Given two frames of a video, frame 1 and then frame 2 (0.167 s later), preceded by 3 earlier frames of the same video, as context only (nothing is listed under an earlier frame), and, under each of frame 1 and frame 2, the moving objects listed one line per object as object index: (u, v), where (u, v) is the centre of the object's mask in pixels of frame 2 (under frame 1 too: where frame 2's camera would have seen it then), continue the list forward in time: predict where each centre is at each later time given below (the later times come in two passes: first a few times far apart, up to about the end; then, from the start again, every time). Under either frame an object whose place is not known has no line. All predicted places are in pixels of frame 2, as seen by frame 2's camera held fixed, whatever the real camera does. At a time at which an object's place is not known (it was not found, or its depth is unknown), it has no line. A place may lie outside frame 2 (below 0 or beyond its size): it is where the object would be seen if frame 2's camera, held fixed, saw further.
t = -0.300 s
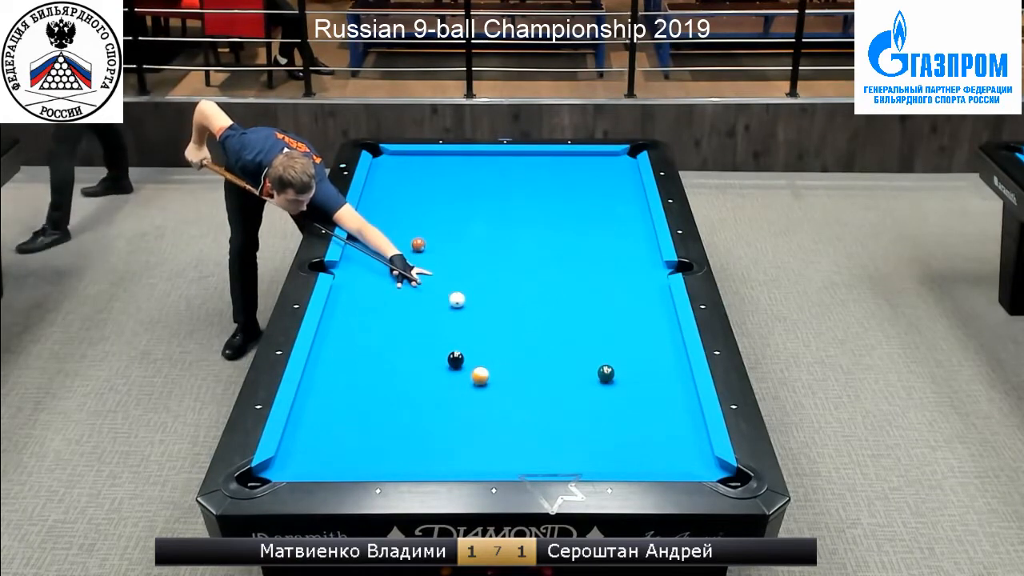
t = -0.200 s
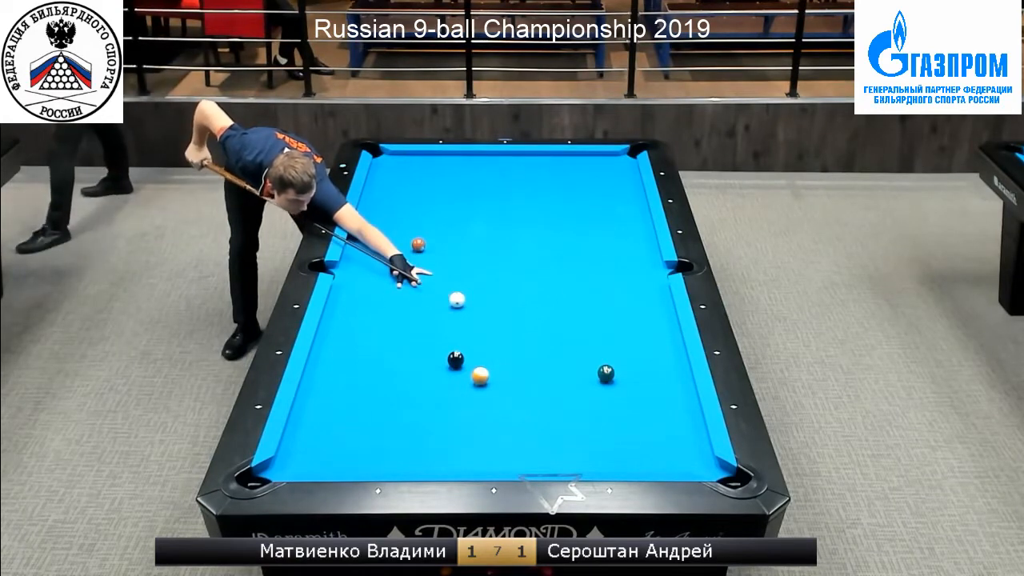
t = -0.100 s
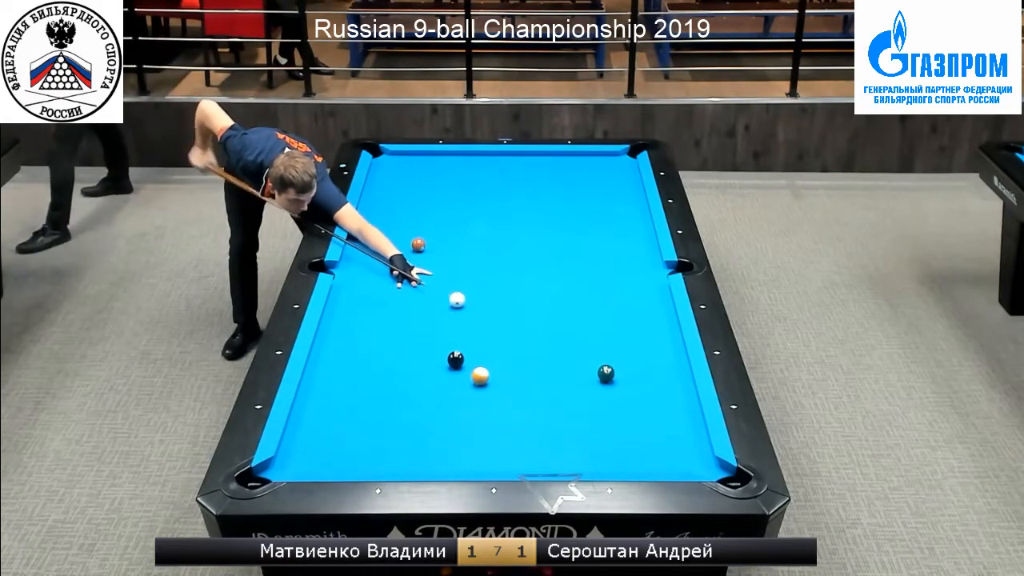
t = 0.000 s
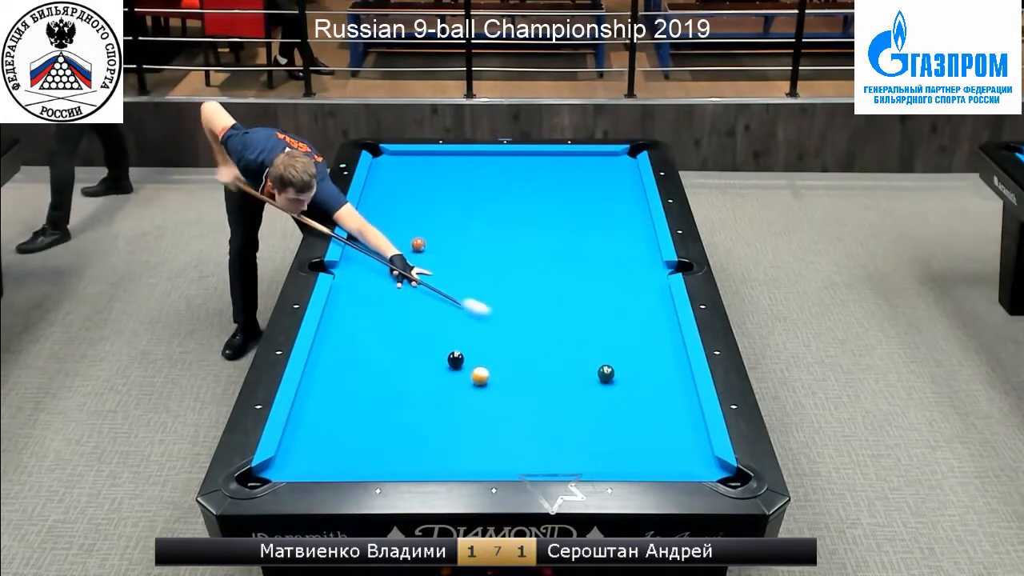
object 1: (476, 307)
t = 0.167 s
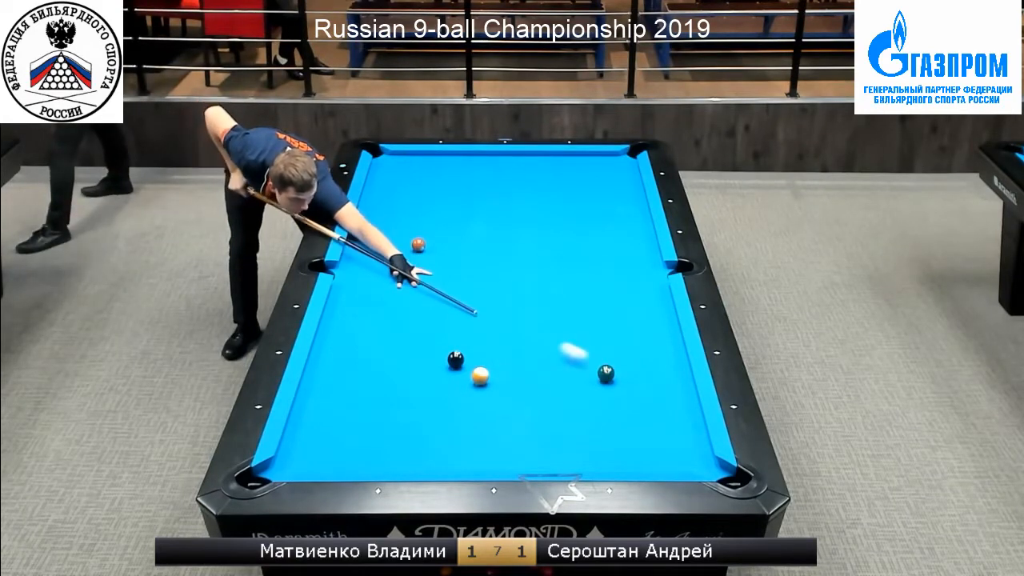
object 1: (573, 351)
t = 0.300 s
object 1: (616, 359)
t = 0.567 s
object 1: (646, 345)
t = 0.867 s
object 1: (672, 329)
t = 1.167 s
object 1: (652, 312)
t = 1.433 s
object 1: (636, 298)
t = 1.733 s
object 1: (620, 283)
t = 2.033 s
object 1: (606, 271)
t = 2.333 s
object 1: (593, 261)
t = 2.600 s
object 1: (583, 252)
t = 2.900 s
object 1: (574, 243)
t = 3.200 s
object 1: (565, 235)
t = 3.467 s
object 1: (558, 229)
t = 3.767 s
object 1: (552, 223)
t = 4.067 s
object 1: (546, 218)
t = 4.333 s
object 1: (542, 214)
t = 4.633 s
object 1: (538, 211)
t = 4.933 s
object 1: (535, 208)
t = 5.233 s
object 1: (533, 206)
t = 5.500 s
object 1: (532, 204)
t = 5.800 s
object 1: (531, 203)
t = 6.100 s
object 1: (531, 203)
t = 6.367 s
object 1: (531, 203)
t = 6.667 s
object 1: (531, 203)
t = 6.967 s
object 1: (531, 203)
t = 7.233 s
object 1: (531, 203)
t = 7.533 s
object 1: (531, 203)
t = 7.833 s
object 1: (531, 203)
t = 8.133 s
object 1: (531, 203)
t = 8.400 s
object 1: (531, 203)
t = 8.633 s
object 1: (531, 203)
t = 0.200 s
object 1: (591, 360)
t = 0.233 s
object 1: (603, 363)
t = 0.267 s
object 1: (610, 361)
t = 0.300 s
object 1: (616, 359)
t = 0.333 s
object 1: (621, 358)
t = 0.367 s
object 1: (626, 356)
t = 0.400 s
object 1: (629, 354)
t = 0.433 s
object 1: (633, 352)
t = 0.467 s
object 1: (636, 350)
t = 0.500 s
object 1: (639, 348)
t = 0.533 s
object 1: (643, 346)
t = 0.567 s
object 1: (646, 345)
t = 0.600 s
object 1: (649, 343)
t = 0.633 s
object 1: (652, 341)
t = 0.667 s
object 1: (656, 339)
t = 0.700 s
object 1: (659, 337)
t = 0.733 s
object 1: (662, 336)
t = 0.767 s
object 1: (665, 334)
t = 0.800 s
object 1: (668, 333)
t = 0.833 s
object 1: (671, 331)
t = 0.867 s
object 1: (672, 329)
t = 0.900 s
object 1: (670, 327)
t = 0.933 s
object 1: (668, 325)
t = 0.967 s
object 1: (666, 323)
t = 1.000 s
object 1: (663, 321)
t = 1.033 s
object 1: (661, 319)
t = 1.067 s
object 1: (659, 317)
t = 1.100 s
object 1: (656, 315)
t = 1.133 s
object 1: (654, 314)
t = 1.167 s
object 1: (652, 312)
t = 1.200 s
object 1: (650, 310)
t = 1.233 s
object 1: (648, 308)
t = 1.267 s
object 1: (646, 306)
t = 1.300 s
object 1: (644, 305)
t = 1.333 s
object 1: (642, 303)
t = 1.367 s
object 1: (640, 301)
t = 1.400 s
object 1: (638, 299)
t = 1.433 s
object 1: (636, 298)
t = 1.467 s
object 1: (634, 296)
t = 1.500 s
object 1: (633, 295)
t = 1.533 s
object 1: (631, 293)
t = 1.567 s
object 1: (629, 291)
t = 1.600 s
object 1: (627, 290)
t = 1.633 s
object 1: (625, 288)
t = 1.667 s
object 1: (623, 287)
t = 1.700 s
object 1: (622, 285)
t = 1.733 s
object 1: (620, 283)
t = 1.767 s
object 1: (618, 282)
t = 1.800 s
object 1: (617, 280)
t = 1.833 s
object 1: (615, 279)
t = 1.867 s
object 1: (613, 278)
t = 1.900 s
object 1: (612, 277)
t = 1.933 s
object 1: (610, 275)
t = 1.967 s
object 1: (609, 274)
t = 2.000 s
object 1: (607, 273)
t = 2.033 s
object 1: (606, 271)
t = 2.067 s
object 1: (604, 270)
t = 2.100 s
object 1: (603, 269)
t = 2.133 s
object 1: (602, 268)
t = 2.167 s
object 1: (600, 266)
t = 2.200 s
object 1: (599, 265)
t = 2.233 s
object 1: (597, 264)
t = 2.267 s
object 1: (596, 263)
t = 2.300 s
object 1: (595, 262)
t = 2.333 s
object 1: (593, 261)
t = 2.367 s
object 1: (592, 259)
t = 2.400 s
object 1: (591, 258)
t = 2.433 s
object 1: (589, 257)
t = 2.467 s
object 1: (588, 256)
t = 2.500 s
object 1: (587, 255)
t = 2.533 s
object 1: (586, 254)
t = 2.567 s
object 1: (585, 253)
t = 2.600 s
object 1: (583, 252)
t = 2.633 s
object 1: (582, 251)
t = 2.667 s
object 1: (581, 250)
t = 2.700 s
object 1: (580, 249)
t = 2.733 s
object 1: (579, 248)
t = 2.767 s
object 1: (578, 247)
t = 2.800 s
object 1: (577, 246)
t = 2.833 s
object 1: (576, 245)
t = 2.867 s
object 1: (575, 244)
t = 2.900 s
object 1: (574, 243)
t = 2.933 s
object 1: (573, 242)
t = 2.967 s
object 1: (571, 241)
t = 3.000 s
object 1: (571, 240)
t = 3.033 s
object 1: (570, 240)
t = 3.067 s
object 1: (569, 239)
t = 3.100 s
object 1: (568, 238)
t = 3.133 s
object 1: (567, 237)
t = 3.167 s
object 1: (566, 236)
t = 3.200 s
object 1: (565, 235)
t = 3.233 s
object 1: (564, 234)
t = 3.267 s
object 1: (563, 234)
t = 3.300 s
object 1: (562, 233)
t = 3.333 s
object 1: (562, 232)
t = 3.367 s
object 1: (561, 231)
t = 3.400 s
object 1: (560, 231)
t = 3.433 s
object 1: (559, 230)
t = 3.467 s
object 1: (558, 229)
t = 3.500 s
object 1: (558, 229)
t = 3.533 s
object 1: (557, 228)
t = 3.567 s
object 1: (556, 227)
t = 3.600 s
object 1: (556, 226)
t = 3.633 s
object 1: (555, 226)
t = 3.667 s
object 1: (554, 225)
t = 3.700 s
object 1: (553, 225)
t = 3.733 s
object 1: (552, 224)
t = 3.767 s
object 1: (552, 223)
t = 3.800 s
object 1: (551, 223)
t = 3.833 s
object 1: (550, 222)
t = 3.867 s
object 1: (550, 222)
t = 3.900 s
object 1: (549, 221)
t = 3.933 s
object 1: (549, 220)
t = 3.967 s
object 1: (548, 220)
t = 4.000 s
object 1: (547, 219)
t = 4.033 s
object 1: (547, 219)
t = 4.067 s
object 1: (546, 218)
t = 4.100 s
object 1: (545, 218)
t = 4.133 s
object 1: (545, 217)
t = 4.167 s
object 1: (544, 217)
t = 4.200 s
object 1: (544, 216)
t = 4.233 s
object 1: (543, 216)
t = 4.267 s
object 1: (543, 215)
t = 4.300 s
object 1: (542, 215)
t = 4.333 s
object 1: (542, 214)
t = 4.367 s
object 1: (542, 214)
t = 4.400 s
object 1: (541, 214)
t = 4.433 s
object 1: (541, 213)
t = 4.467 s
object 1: (540, 213)
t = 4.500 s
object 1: (540, 212)
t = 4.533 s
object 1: (539, 212)
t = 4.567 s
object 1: (539, 212)
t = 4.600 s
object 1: (539, 211)
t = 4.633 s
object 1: (538, 211)
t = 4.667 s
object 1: (538, 210)
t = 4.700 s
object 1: (538, 210)
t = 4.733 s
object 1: (537, 210)
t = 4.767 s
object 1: (537, 209)
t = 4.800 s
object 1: (537, 209)
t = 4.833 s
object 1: (536, 209)
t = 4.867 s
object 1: (536, 208)
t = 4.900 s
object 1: (536, 208)
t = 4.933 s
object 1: (535, 208)
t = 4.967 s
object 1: (535, 208)
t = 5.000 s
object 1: (535, 207)
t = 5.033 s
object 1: (534, 207)
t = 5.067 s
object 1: (534, 207)
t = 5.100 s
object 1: (534, 207)
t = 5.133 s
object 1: (534, 206)
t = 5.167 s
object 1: (533, 206)
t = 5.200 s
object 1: (533, 206)
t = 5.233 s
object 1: (533, 206)
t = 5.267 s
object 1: (533, 206)
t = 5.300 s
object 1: (533, 205)
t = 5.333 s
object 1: (532, 205)
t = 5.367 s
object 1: (532, 205)
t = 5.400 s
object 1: (532, 205)
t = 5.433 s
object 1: (532, 205)
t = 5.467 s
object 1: (532, 205)
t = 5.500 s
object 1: (532, 204)
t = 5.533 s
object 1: (532, 204)
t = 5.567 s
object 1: (531, 204)
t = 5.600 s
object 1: (531, 204)
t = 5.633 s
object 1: (531, 204)
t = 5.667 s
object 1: (531, 204)
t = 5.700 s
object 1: (531, 204)
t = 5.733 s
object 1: (531, 204)
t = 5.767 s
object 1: (531, 203)
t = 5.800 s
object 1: (531, 203)
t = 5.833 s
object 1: (531, 203)
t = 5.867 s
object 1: (531, 203)
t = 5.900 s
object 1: (531, 203)
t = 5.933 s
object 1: (531, 203)
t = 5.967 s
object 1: (531, 203)
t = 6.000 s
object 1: (531, 203)
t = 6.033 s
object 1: (531, 203)
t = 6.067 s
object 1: (531, 203)
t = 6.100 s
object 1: (531, 203)
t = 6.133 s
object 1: (531, 203)
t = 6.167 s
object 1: (531, 203)
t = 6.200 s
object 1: (531, 203)
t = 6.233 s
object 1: (531, 203)
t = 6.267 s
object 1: (531, 203)
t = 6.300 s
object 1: (531, 203)
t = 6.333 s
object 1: (531, 203)
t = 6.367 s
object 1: (531, 203)
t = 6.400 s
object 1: (531, 203)
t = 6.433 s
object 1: (531, 203)
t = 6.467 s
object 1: (531, 203)
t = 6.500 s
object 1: (531, 203)
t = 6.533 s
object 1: (531, 203)
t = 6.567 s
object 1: (531, 203)
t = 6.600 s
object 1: (531, 203)
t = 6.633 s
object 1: (531, 203)
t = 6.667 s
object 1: (531, 203)
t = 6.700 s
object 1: (531, 203)
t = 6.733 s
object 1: (531, 203)
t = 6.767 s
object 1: (531, 203)
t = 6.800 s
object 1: (531, 203)
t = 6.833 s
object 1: (531, 203)
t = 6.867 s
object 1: (531, 203)
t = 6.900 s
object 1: (531, 203)
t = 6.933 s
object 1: (531, 203)
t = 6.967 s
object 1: (531, 203)
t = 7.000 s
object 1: (531, 203)
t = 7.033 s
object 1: (531, 203)
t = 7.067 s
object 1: (531, 203)
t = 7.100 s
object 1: (531, 203)
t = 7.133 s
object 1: (531, 203)
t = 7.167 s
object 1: (531, 203)
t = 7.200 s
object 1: (531, 203)
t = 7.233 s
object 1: (531, 203)
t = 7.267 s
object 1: (531, 203)
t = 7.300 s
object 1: (531, 203)
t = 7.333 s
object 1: (531, 203)
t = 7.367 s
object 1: (531, 203)
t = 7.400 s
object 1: (531, 203)
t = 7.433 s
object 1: (531, 203)
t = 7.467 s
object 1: (531, 203)
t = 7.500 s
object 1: (531, 203)
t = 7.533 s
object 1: (531, 203)
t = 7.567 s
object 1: (531, 203)
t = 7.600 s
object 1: (531, 203)
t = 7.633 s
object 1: (531, 203)
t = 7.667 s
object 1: (531, 203)
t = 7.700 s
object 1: (531, 203)
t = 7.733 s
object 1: (531, 203)
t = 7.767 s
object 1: (531, 203)
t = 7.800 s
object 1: (531, 203)
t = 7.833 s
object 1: (531, 203)
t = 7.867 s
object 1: (531, 203)
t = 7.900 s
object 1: (531, 203)
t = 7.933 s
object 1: (531, 203)
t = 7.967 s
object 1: (531, 203)
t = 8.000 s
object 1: (531, 203)
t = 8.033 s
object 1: (531, 203)
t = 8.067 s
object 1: (531, 203)
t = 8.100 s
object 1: (531, 203)
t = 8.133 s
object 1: (531, 203)
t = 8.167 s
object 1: (531, 203)
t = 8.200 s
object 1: (531, 203)
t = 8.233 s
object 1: (531, 203)
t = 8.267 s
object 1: (531, 203)
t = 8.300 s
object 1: (531, 203)
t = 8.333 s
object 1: (531, 203)
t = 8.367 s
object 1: (531, 203)
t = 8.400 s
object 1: (531, 203)
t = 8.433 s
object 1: (531, 203)
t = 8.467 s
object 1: (531, 203)
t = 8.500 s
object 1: (531, 203)
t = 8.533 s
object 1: (531, 203)
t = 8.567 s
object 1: (531, 203)
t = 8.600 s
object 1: (531, 203)
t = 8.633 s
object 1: (531, 203)
